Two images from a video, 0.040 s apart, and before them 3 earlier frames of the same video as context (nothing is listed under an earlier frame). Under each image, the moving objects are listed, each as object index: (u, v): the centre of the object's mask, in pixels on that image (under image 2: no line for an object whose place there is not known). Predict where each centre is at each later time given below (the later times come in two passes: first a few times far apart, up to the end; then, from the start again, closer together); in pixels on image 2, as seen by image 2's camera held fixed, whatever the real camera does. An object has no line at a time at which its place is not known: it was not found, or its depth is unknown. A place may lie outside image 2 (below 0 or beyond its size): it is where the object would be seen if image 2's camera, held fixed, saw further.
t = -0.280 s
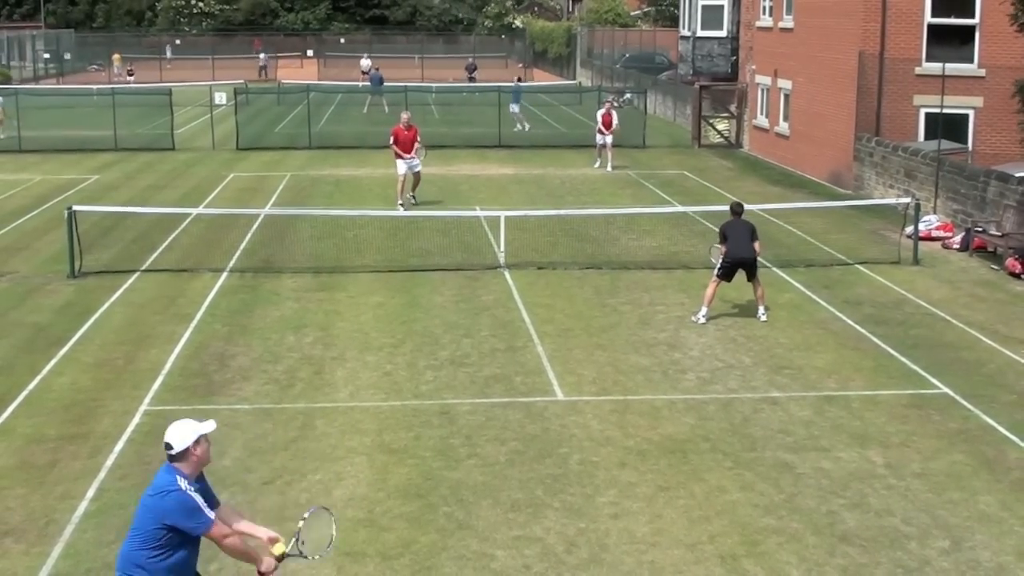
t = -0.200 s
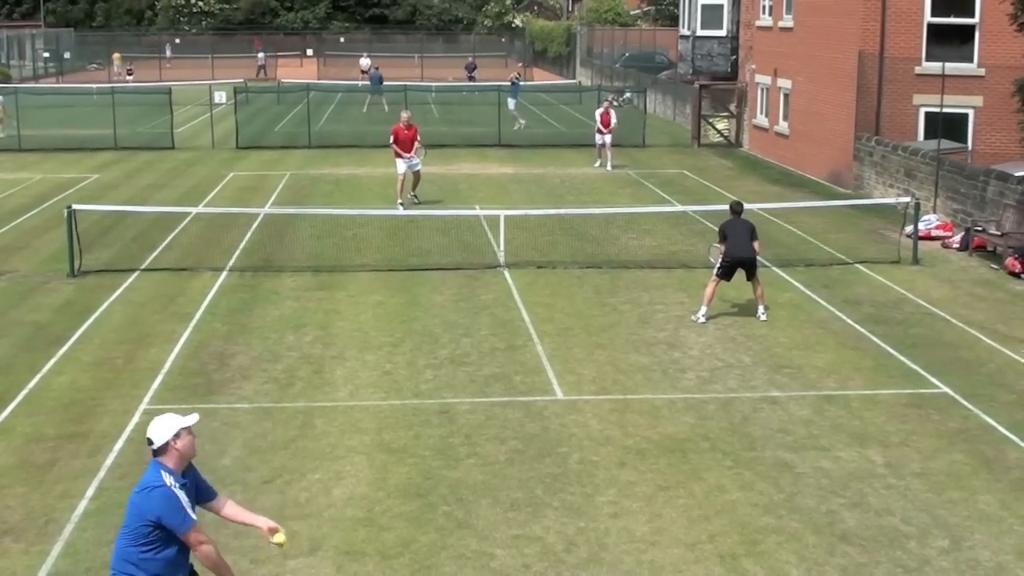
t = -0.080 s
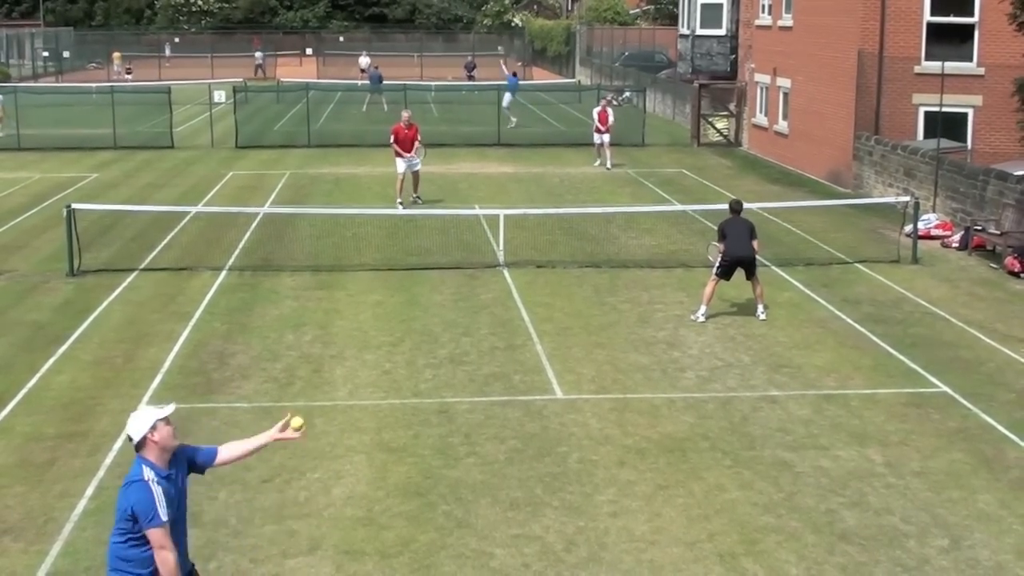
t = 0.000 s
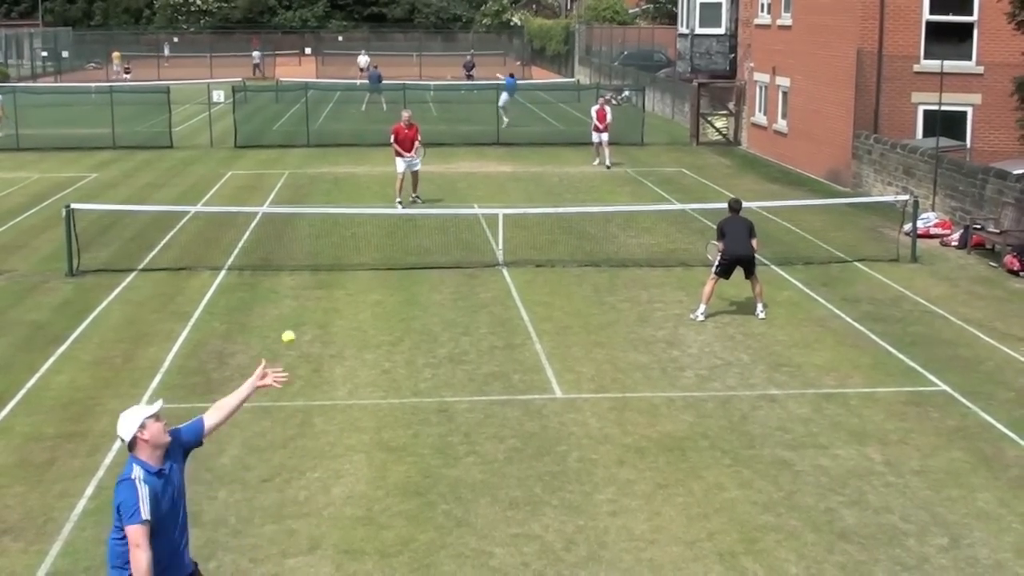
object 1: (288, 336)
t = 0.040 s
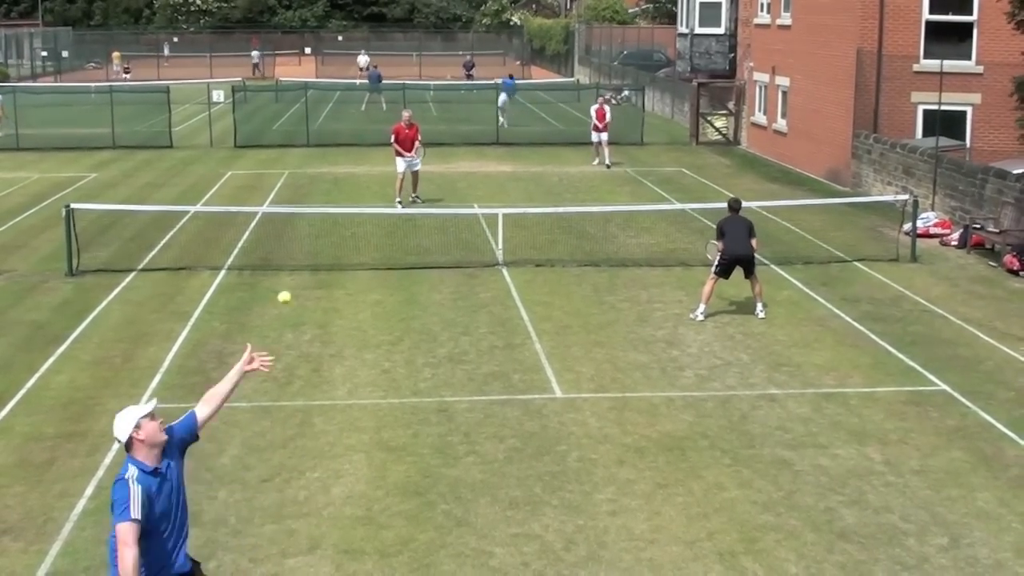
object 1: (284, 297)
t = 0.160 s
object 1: (273, 196)
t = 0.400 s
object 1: (252, 75)
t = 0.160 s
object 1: (273, 196)
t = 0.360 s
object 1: (255, 87)
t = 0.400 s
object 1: (252, 75)
